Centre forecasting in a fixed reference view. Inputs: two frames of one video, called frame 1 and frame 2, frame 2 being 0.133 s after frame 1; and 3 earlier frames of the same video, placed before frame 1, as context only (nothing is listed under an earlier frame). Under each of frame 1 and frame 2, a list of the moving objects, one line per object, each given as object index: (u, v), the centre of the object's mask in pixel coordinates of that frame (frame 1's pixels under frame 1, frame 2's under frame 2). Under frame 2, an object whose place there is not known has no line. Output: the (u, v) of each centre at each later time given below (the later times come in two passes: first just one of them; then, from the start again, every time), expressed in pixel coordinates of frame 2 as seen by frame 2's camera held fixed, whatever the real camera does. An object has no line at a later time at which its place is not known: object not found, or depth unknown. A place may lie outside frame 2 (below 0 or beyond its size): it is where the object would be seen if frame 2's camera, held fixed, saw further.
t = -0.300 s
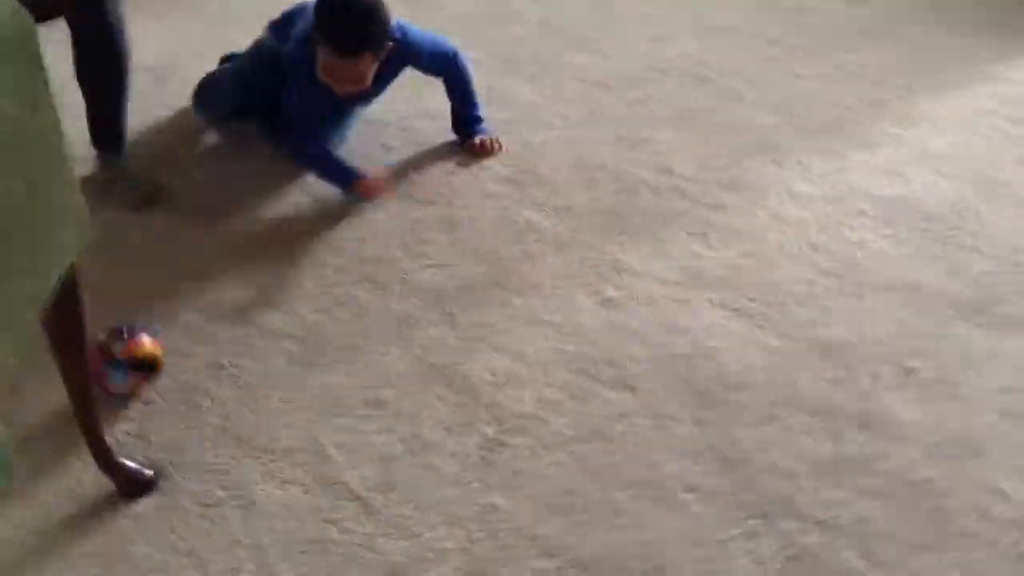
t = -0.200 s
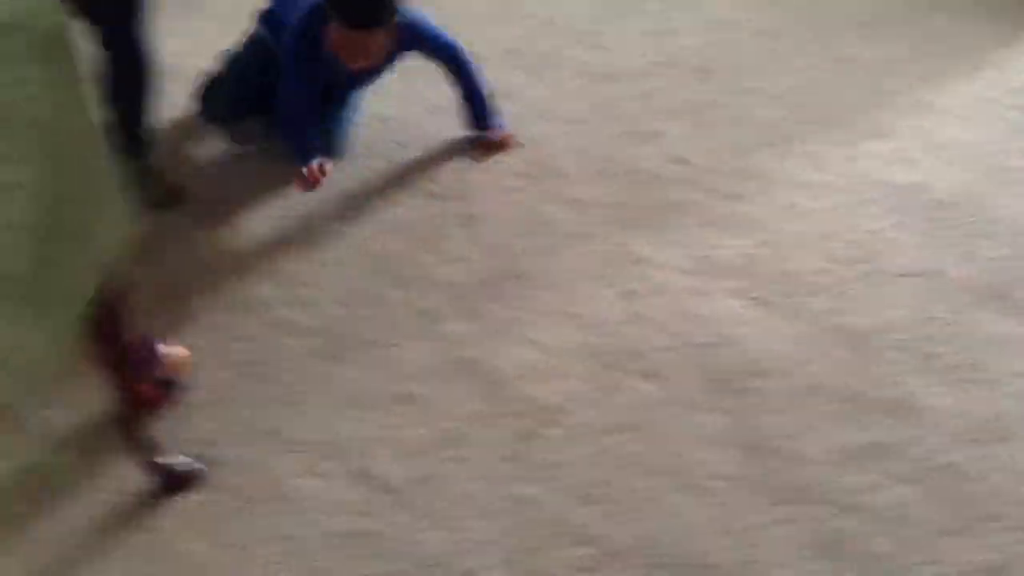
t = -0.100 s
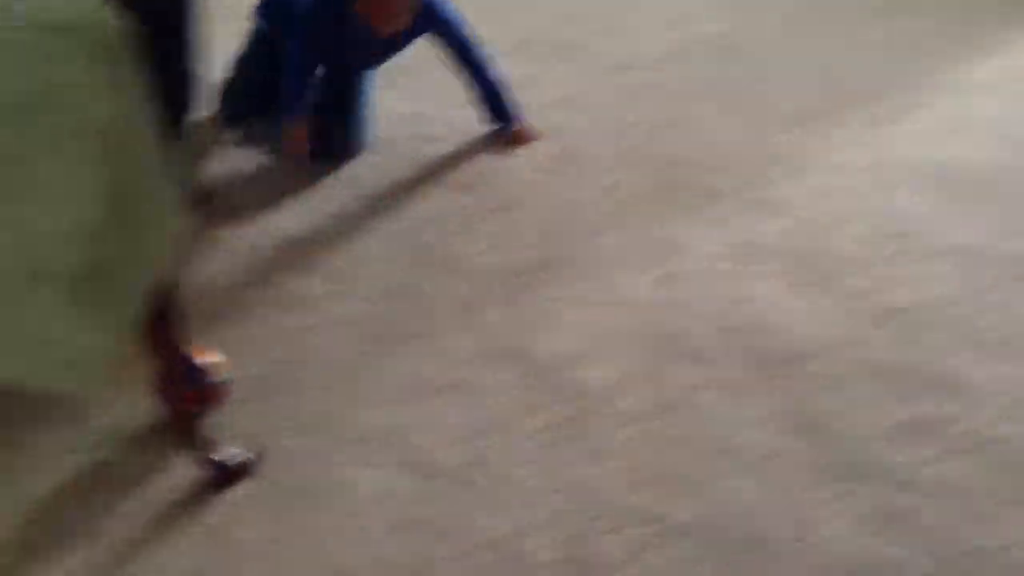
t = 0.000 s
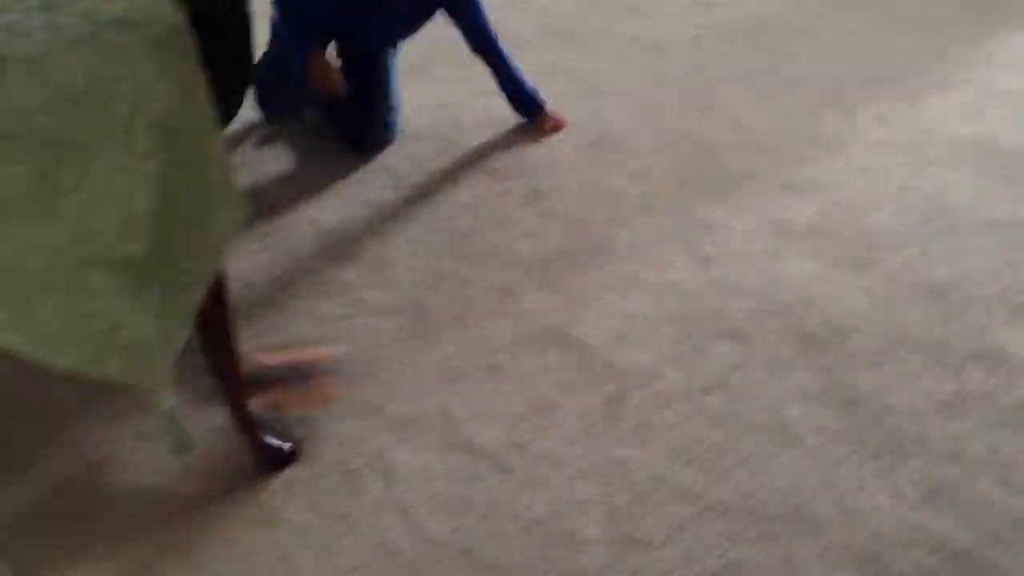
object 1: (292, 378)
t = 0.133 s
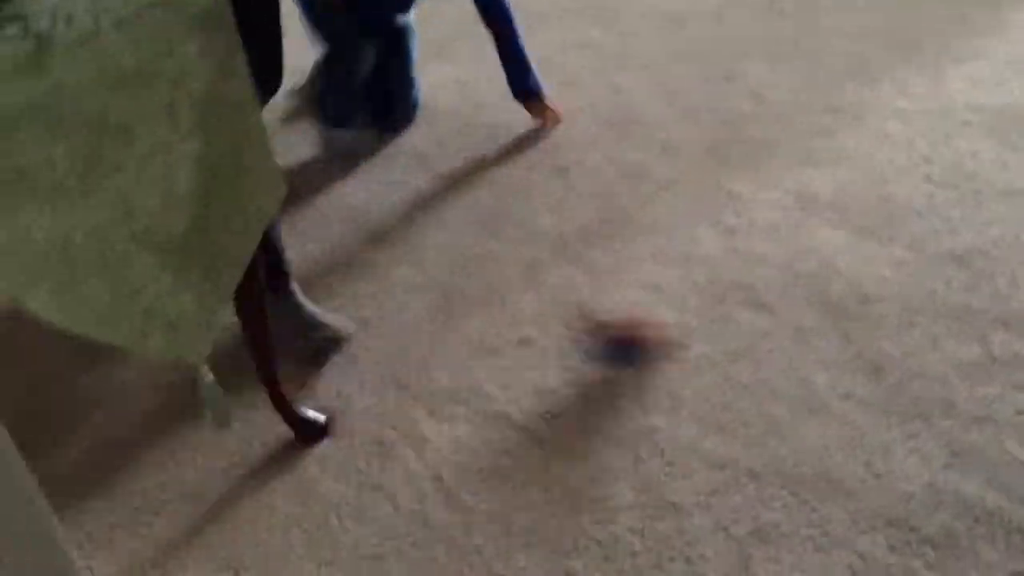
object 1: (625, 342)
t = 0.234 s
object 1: (821, 329)
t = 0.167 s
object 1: (701, 334)
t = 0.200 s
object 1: (762, 334)
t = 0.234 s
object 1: (821, 329)
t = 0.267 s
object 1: (870, 333)
